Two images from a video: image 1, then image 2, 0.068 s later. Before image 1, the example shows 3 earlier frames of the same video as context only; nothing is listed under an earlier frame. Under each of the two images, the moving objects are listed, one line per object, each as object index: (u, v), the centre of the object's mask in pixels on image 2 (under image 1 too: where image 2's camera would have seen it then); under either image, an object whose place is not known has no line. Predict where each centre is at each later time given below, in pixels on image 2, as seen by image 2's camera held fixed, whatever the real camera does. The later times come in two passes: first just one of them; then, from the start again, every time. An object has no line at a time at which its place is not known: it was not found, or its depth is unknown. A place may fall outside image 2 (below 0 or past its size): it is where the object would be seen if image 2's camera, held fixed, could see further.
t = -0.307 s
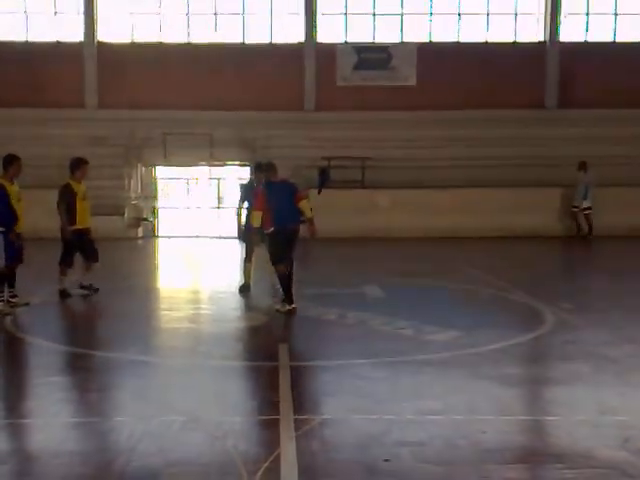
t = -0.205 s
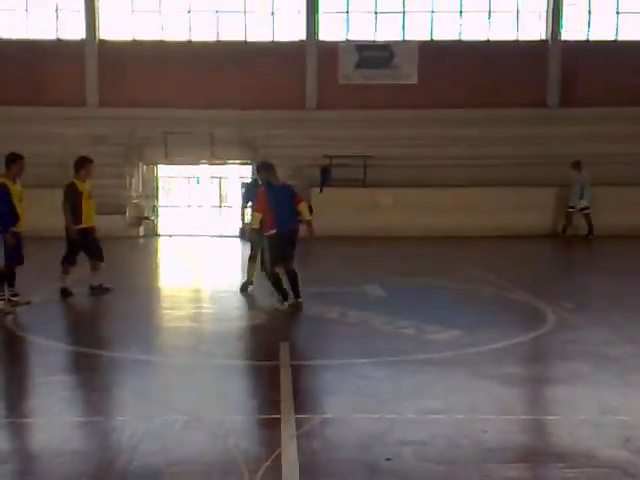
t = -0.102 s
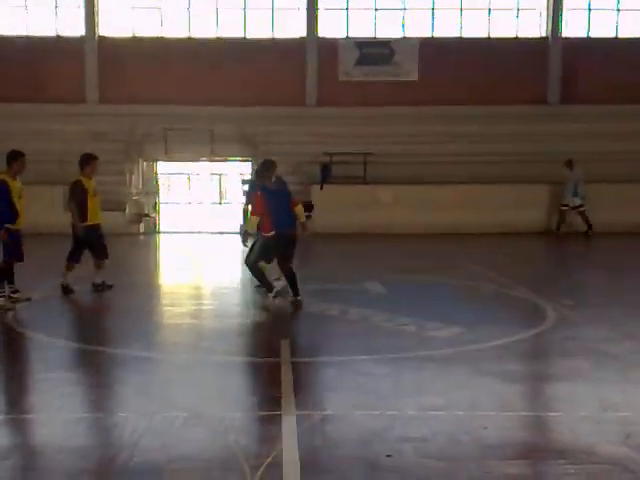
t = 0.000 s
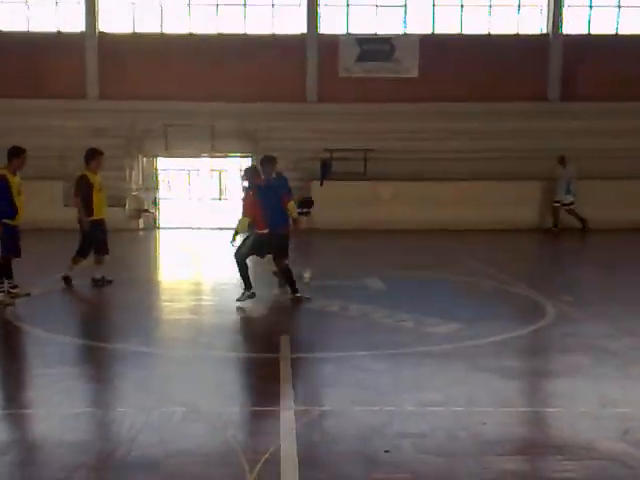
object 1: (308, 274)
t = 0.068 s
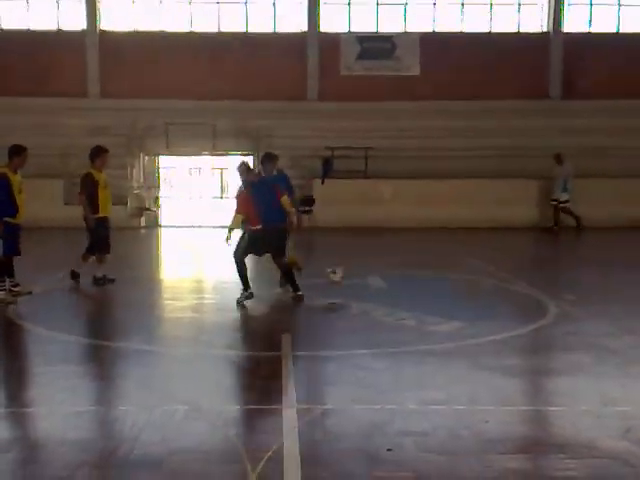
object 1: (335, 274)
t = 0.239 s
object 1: (416, 294)
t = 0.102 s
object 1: (352, 277)
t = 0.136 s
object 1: (365, 280)
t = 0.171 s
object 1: (381, 284)
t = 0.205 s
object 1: (399, 288)
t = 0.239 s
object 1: (416, 294)
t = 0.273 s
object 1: (435, 301)
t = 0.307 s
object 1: (453, 311)
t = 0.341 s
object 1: (471, 314)
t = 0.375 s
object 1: (488, 313)
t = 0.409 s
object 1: (508, 316)
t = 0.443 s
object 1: (526, 319)
